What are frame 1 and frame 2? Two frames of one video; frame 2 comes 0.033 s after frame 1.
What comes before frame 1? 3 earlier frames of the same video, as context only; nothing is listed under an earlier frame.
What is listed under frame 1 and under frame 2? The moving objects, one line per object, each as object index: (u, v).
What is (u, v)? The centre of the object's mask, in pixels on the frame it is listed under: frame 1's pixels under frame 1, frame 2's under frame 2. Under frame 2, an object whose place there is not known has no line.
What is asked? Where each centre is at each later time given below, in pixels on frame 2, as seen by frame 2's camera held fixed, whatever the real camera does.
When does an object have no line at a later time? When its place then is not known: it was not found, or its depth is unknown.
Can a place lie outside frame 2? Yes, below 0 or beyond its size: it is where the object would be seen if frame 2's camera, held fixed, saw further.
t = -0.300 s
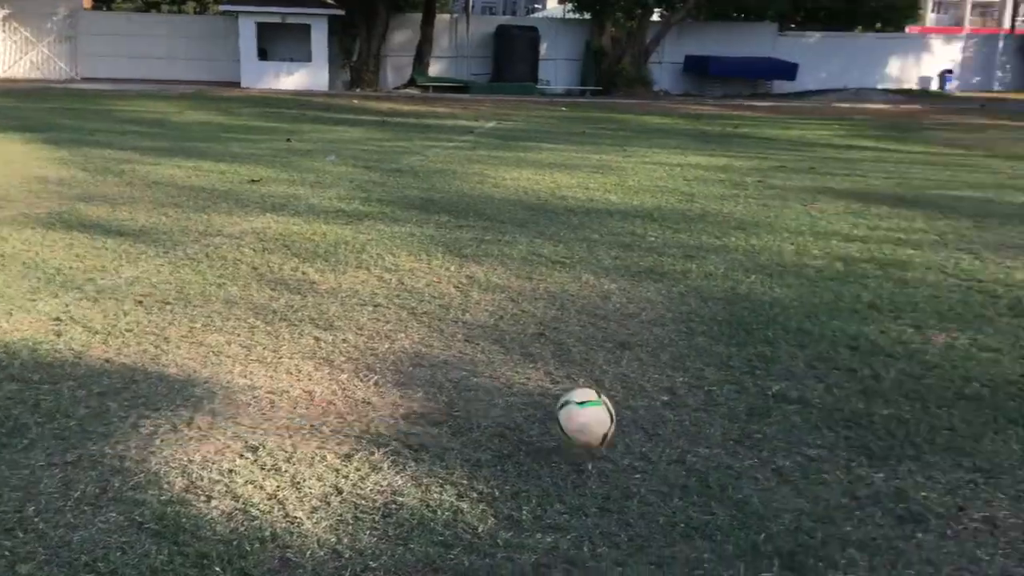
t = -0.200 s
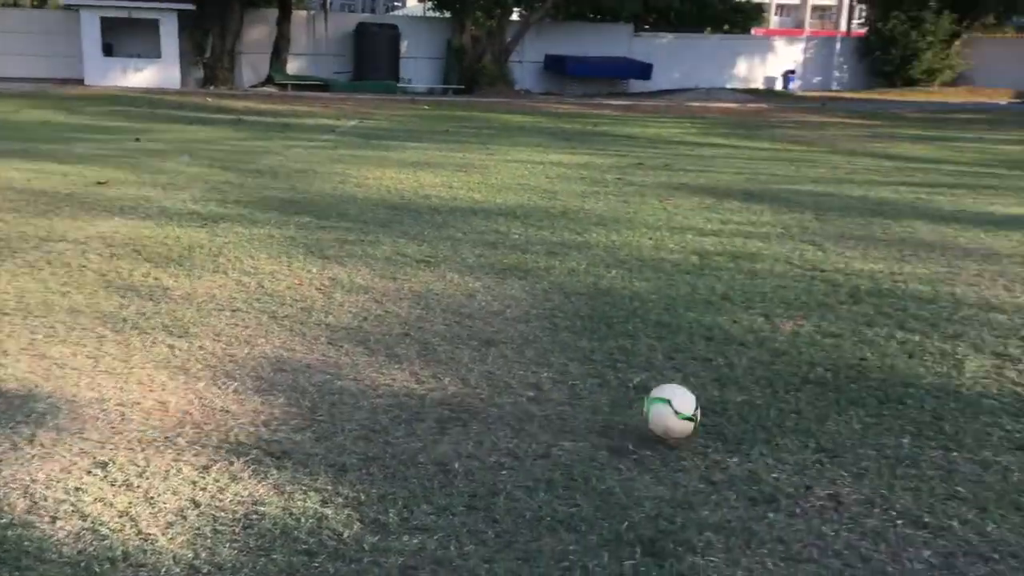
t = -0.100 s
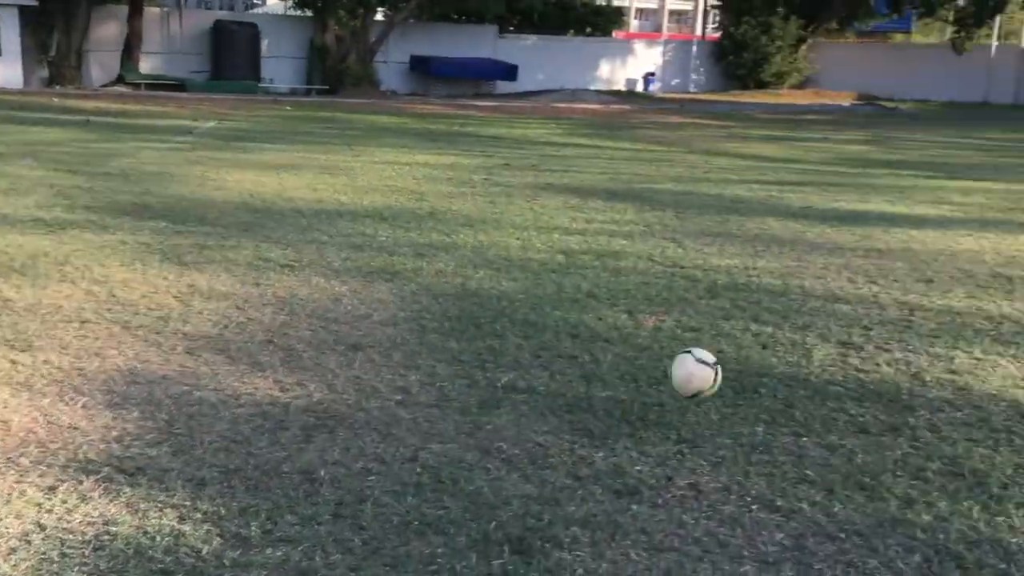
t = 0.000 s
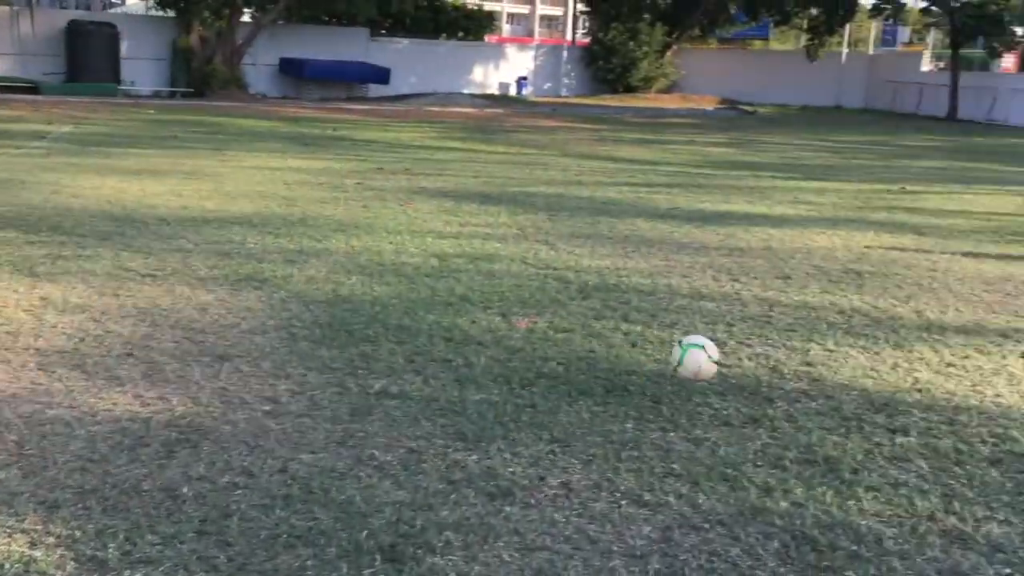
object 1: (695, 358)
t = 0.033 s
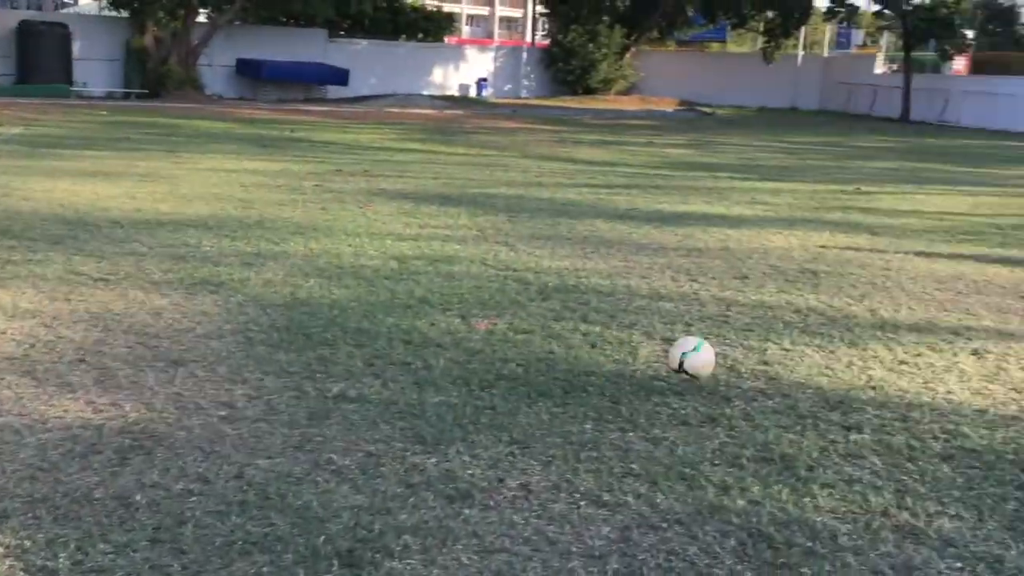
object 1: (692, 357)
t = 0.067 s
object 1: (727, 360)
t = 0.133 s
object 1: (786, 356)
